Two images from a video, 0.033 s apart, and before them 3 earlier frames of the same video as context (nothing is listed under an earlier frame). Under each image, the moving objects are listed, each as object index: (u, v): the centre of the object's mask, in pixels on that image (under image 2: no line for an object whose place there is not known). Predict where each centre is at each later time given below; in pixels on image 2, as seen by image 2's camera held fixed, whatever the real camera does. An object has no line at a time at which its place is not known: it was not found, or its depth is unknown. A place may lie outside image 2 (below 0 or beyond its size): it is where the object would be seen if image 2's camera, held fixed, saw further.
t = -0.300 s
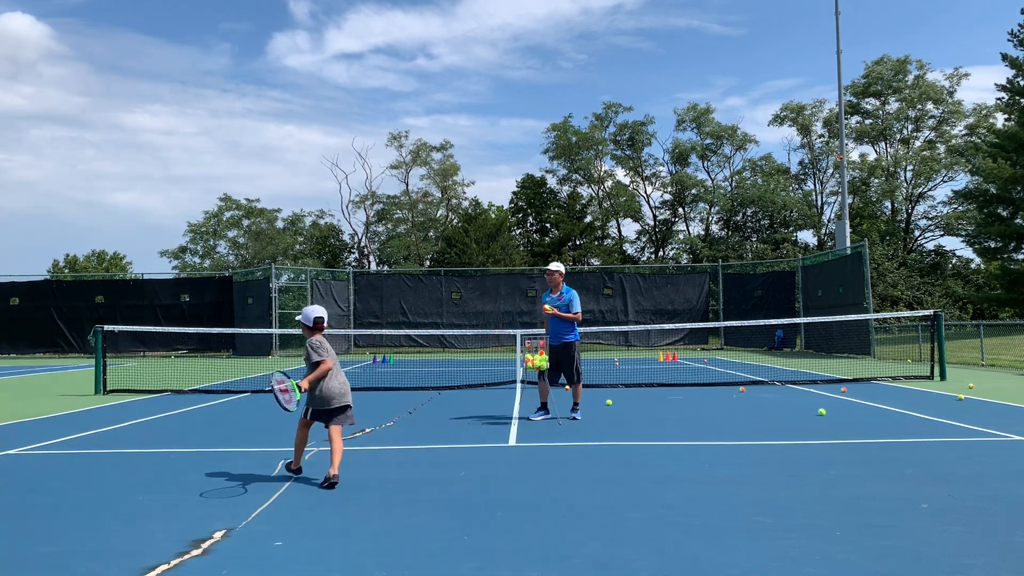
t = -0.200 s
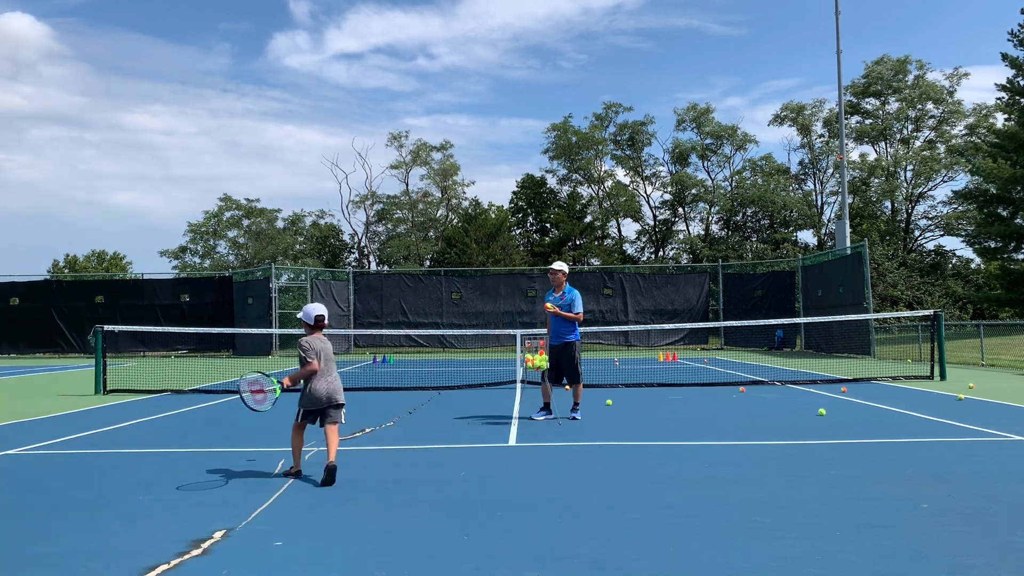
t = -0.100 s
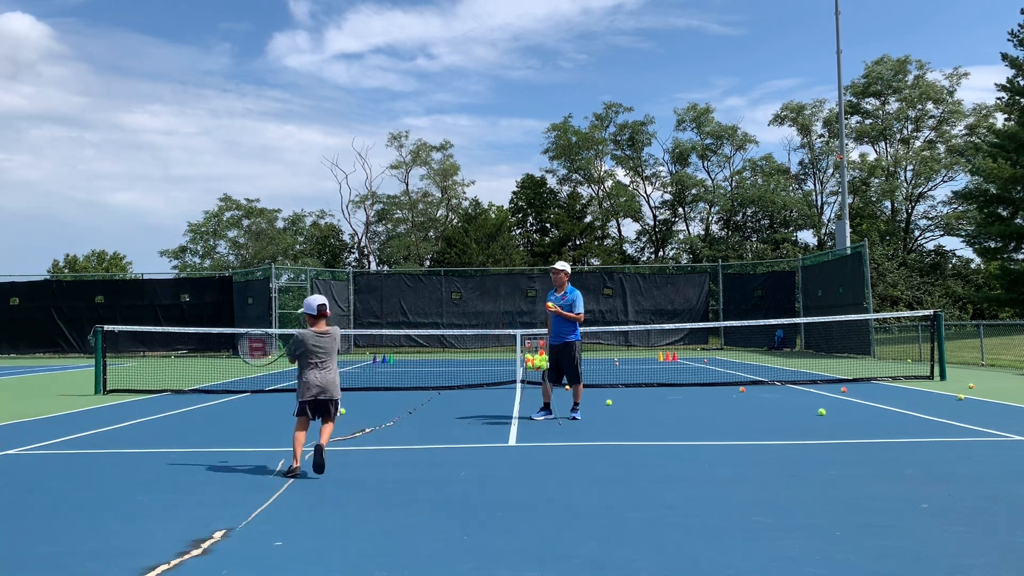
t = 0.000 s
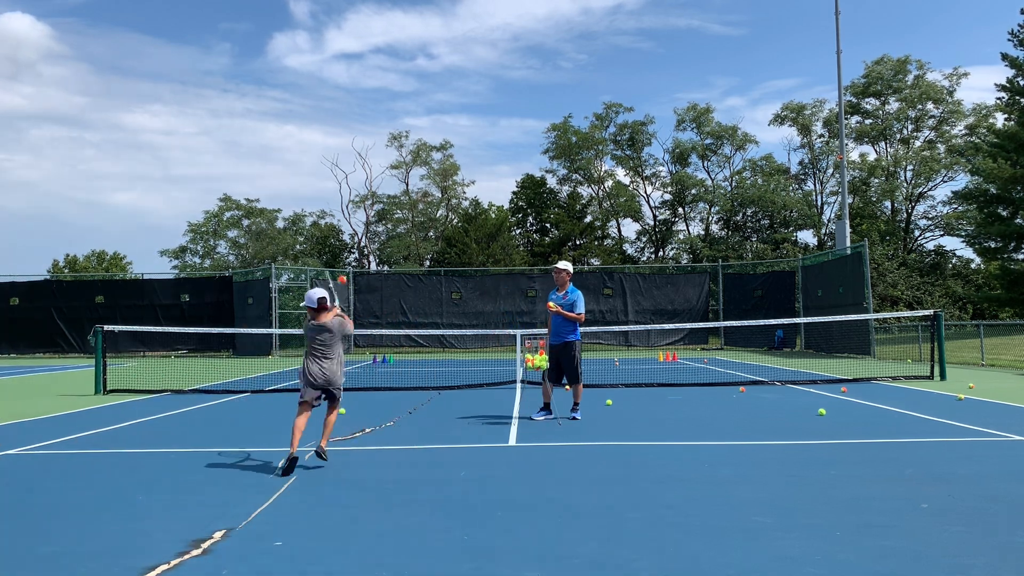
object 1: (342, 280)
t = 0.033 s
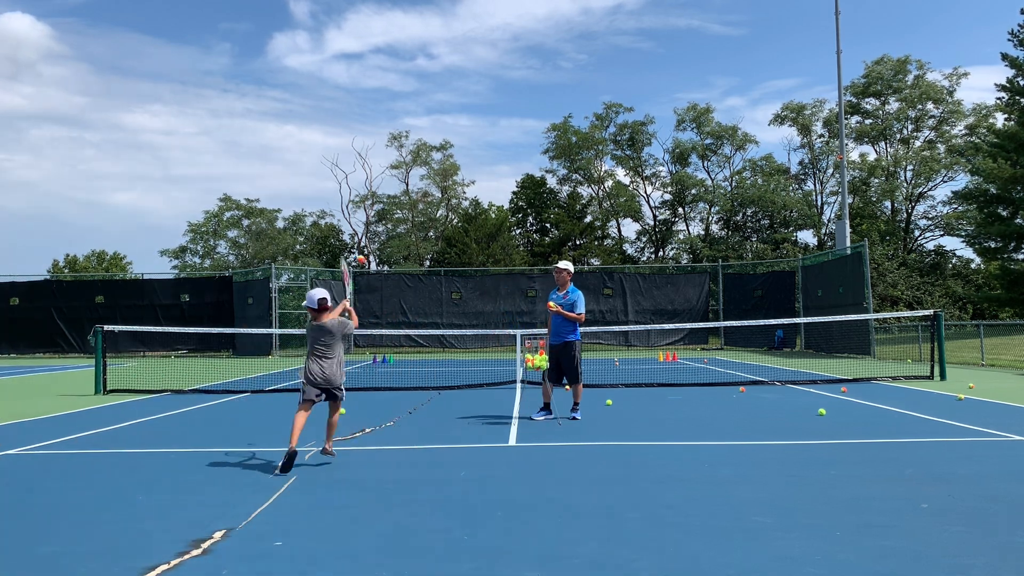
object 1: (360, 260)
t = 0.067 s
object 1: (378, 242)
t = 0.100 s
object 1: (392, 226)
